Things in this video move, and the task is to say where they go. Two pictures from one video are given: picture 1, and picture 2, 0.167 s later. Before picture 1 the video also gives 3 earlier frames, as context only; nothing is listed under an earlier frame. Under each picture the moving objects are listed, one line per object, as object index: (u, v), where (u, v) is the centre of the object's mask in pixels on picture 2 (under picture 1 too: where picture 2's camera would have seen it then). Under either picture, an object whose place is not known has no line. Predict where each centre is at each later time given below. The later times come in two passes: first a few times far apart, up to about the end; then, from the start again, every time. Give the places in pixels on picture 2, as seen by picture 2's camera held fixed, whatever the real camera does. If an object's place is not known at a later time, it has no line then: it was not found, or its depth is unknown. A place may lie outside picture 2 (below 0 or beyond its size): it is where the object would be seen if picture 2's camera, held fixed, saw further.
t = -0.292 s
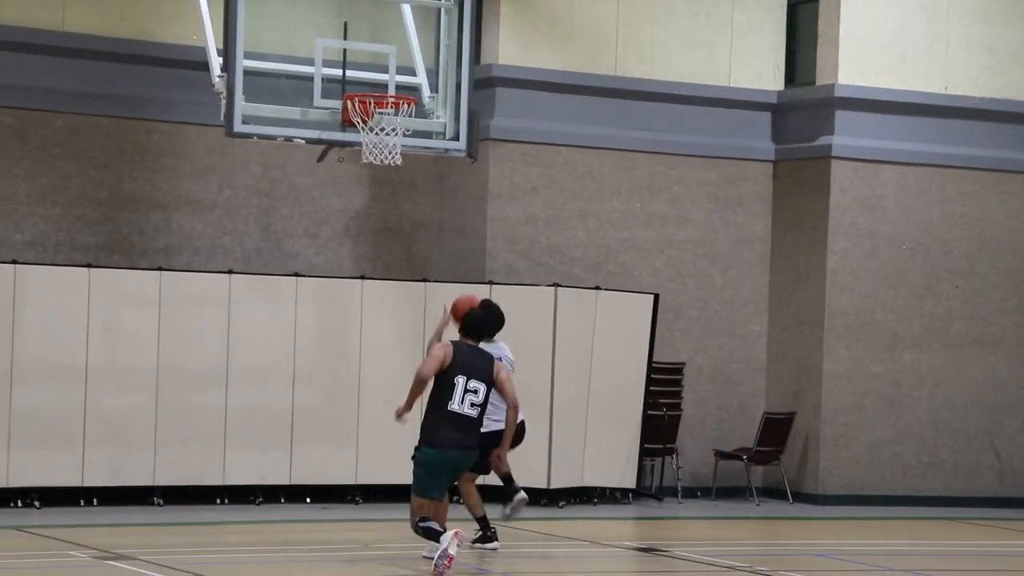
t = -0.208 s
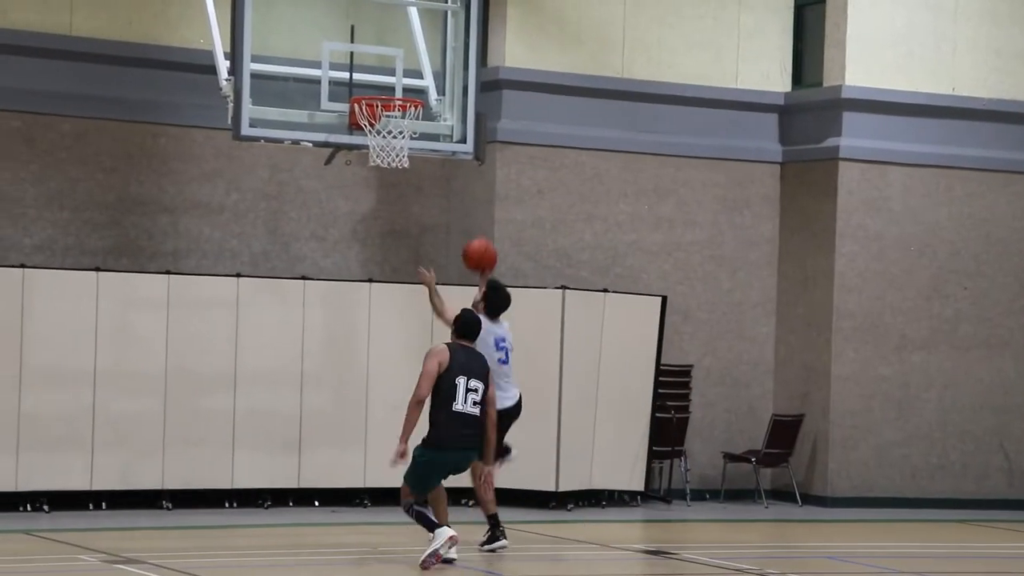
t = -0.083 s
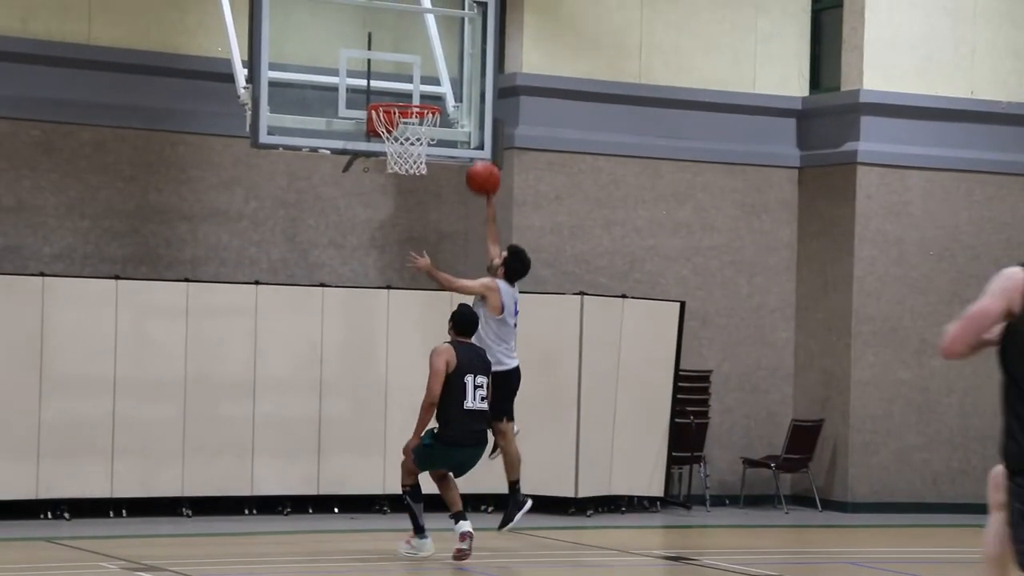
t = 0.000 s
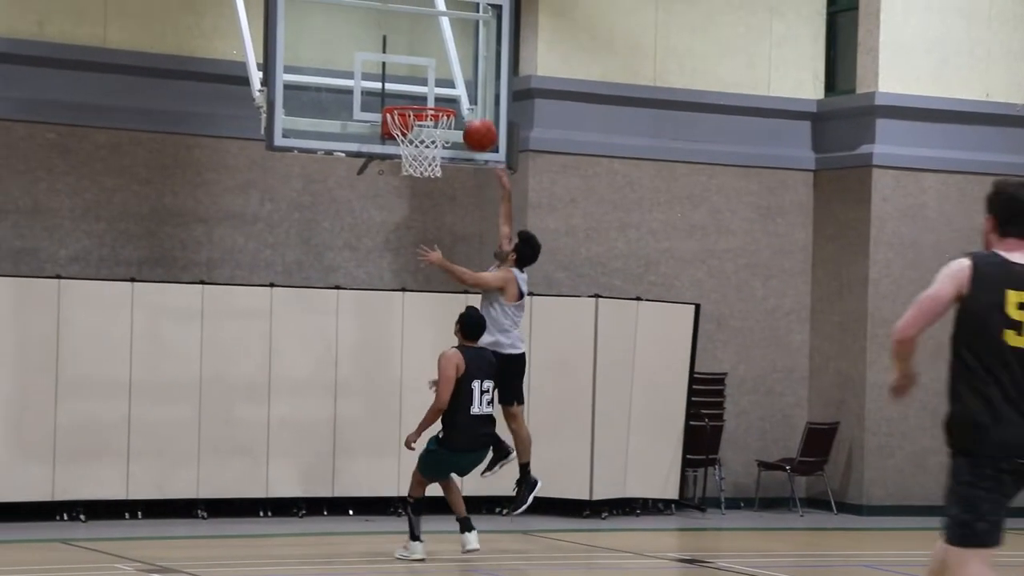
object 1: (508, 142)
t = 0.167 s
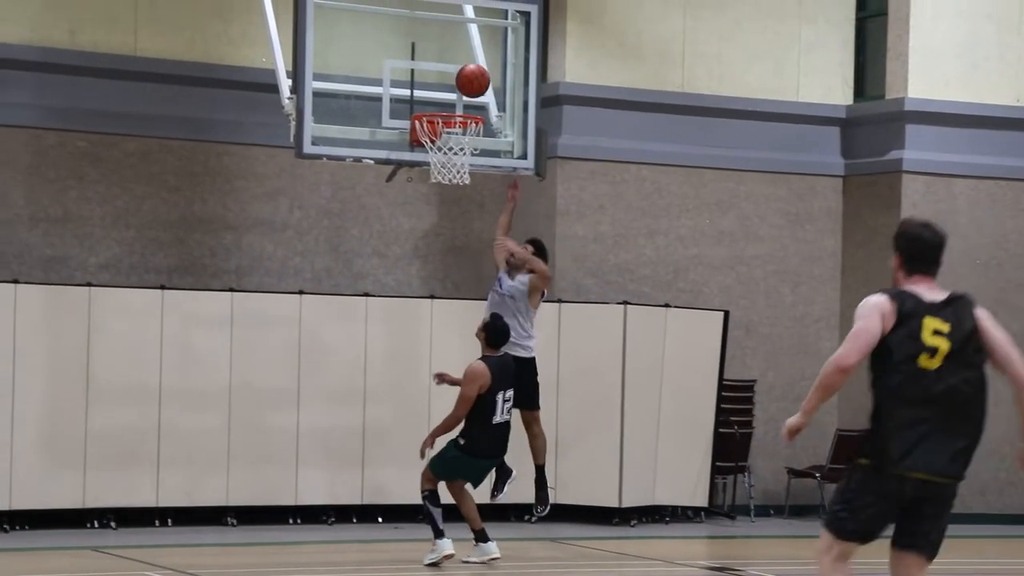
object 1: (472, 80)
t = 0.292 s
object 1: (469, 70)
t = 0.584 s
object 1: (460, 133)
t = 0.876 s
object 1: (441, 230)
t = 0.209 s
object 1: (471, 74)
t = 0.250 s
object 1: (470, 71)
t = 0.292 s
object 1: (469, 70)
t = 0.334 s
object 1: (468, 71)
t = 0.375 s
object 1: (466, 75)
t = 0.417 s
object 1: (465, 81)
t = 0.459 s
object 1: (463, 91)
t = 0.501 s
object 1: (462, 101)
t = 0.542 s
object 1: (461, 108)
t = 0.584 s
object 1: (460, 133)
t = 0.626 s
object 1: (457, 148)
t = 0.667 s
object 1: (454, 158)
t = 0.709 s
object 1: (453, 172)
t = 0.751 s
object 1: (449, 180)
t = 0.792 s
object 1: (446, 193)
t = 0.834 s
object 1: (443, 210)
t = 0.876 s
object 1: (441, 230)
